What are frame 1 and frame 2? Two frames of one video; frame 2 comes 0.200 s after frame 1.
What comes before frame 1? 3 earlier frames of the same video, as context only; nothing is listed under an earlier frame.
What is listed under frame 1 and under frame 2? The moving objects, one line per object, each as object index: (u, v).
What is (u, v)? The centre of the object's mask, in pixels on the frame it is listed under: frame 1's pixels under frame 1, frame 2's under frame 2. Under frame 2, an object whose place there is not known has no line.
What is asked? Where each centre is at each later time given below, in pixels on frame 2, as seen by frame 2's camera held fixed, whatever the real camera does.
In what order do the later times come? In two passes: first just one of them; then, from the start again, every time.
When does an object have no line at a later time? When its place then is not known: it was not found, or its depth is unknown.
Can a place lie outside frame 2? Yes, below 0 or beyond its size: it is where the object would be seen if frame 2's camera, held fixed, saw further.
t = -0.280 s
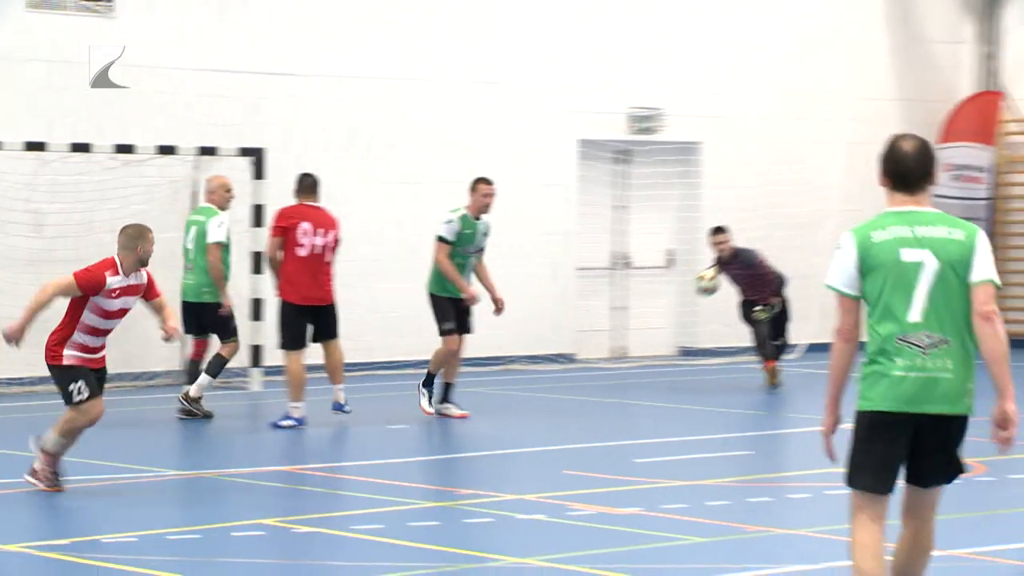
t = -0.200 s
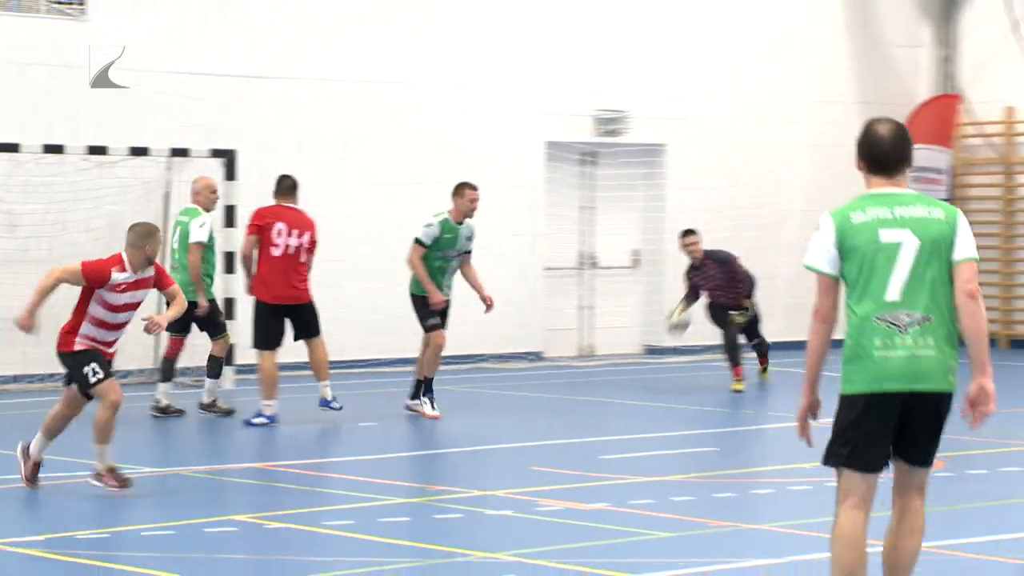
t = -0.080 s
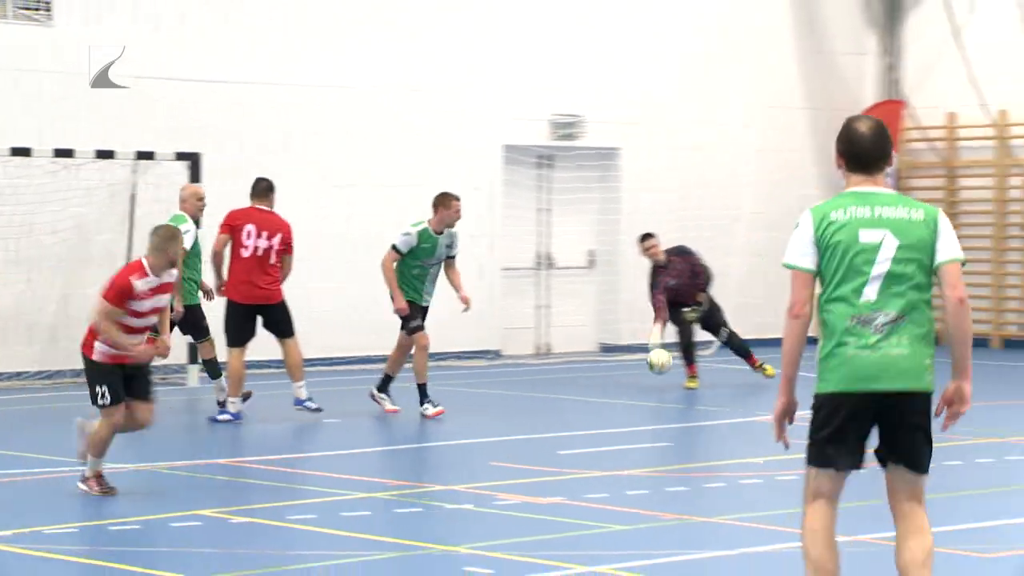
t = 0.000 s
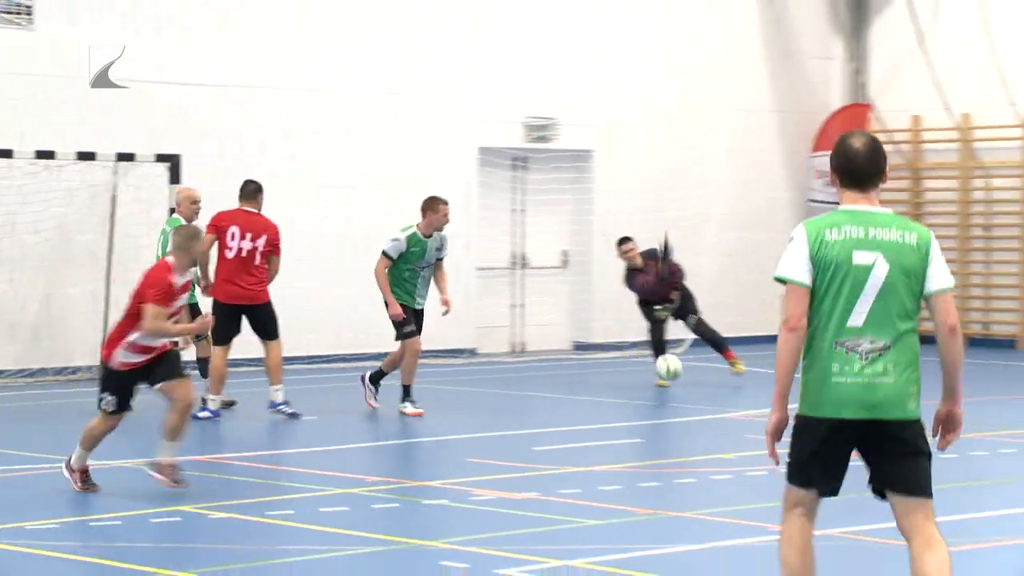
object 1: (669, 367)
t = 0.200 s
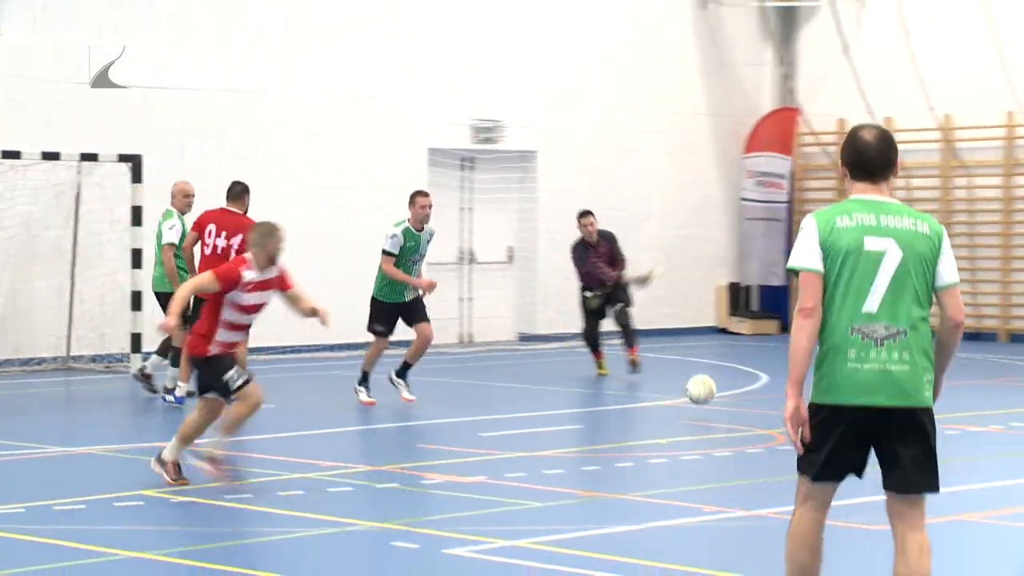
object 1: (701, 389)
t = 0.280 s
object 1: (736, 388)
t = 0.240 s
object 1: (718, 388)
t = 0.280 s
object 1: (736, 388)
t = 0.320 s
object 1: (756, 392)
